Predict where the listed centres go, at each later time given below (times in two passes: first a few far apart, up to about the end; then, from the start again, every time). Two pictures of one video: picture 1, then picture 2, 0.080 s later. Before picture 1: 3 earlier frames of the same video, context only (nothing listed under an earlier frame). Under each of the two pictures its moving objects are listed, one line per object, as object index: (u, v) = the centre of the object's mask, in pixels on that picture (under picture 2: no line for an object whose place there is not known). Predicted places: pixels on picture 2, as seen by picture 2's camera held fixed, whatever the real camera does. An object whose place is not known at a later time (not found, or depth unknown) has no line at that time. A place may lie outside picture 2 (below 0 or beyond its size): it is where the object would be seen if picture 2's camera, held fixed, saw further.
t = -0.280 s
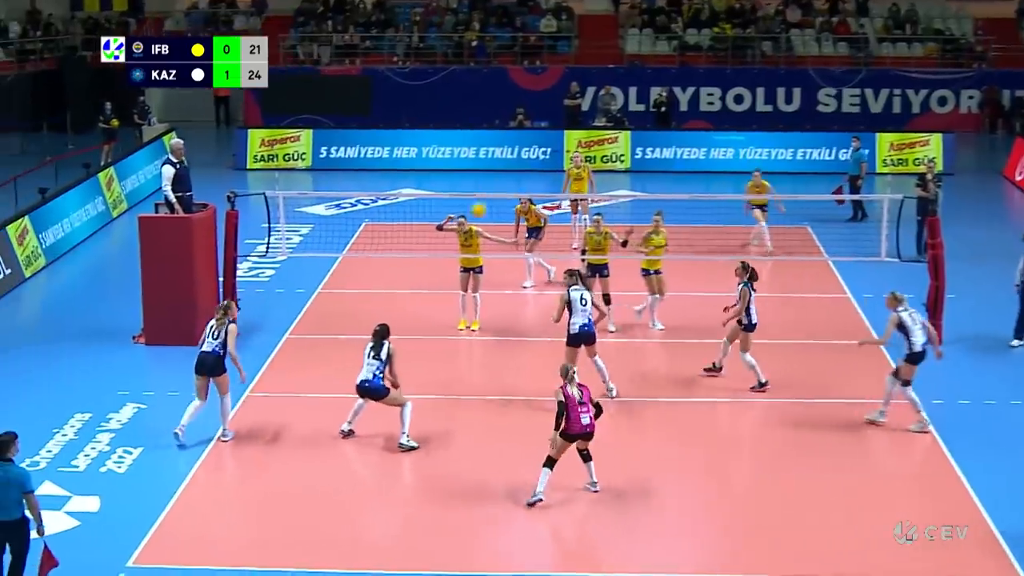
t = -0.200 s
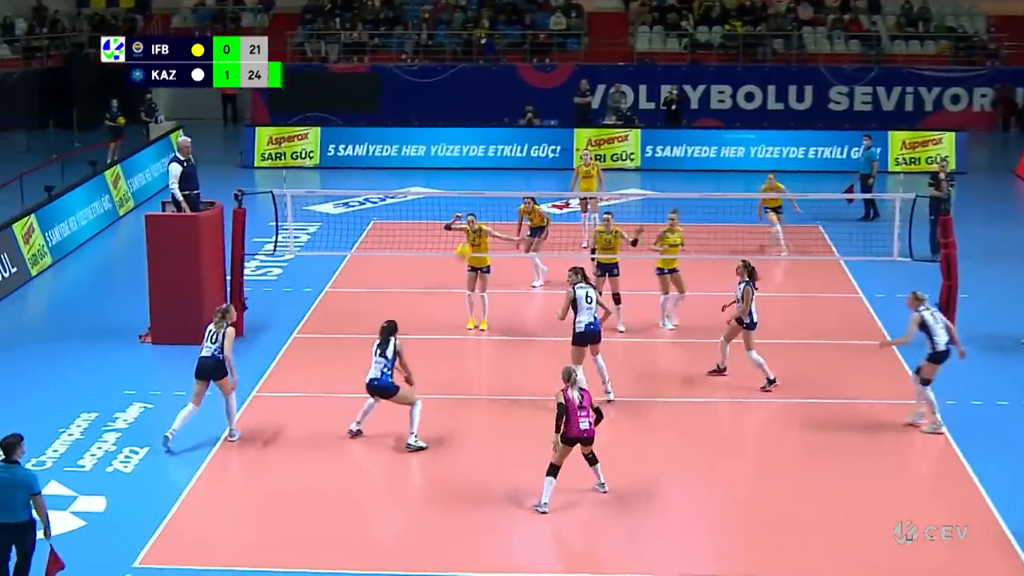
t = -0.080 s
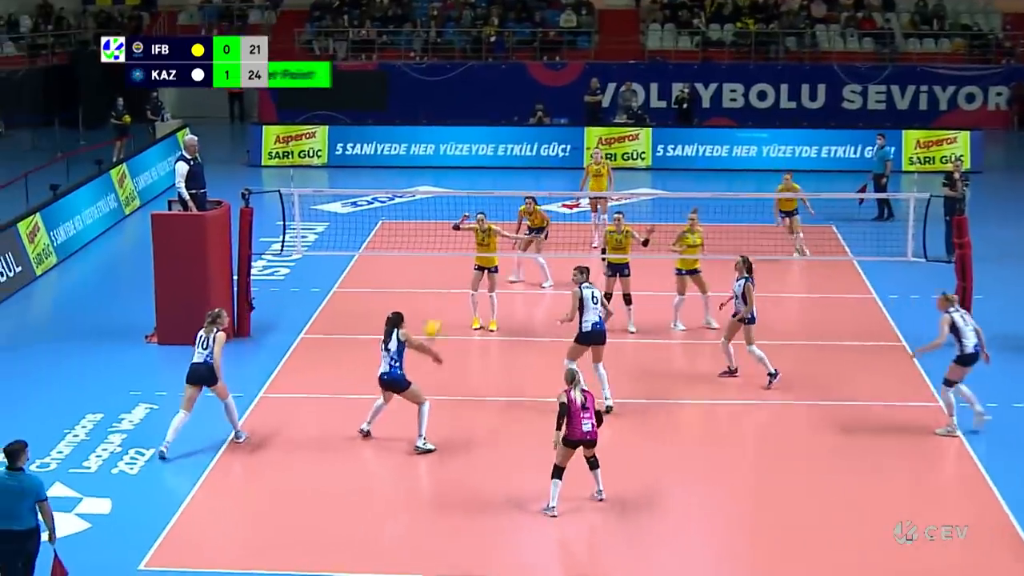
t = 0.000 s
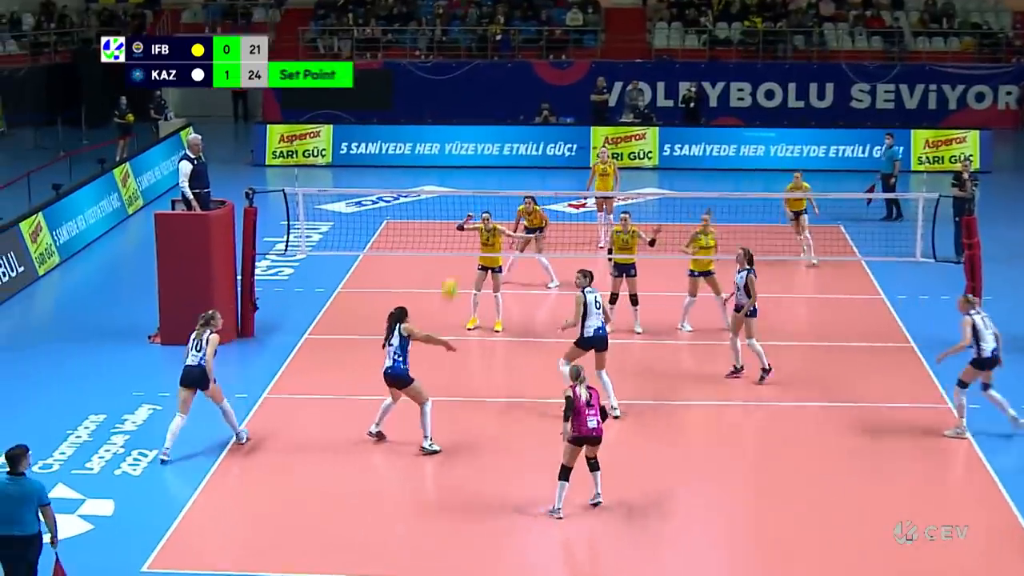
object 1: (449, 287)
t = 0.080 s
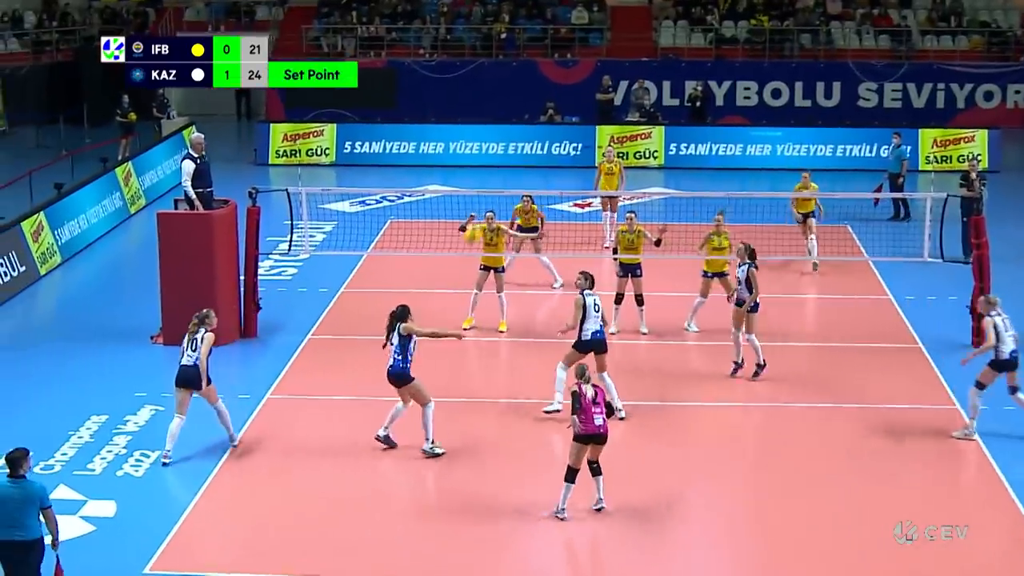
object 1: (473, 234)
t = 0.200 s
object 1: (500, 163)
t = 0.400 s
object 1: (545, 78)
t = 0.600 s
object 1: (586, 26)
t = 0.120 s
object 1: (482, 208)
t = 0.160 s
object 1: (491, 185)
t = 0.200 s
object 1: (500, 163)
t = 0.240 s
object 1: (510, 143)
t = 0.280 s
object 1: (519, 124)
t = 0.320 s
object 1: (527, 108)
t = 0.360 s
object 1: (536, 92)
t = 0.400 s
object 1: (545, 78)
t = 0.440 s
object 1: (553, 65)
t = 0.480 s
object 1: (561, 53)
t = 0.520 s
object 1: (570, 42)
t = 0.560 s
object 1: (577, 34)
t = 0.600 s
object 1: (586, 26)
